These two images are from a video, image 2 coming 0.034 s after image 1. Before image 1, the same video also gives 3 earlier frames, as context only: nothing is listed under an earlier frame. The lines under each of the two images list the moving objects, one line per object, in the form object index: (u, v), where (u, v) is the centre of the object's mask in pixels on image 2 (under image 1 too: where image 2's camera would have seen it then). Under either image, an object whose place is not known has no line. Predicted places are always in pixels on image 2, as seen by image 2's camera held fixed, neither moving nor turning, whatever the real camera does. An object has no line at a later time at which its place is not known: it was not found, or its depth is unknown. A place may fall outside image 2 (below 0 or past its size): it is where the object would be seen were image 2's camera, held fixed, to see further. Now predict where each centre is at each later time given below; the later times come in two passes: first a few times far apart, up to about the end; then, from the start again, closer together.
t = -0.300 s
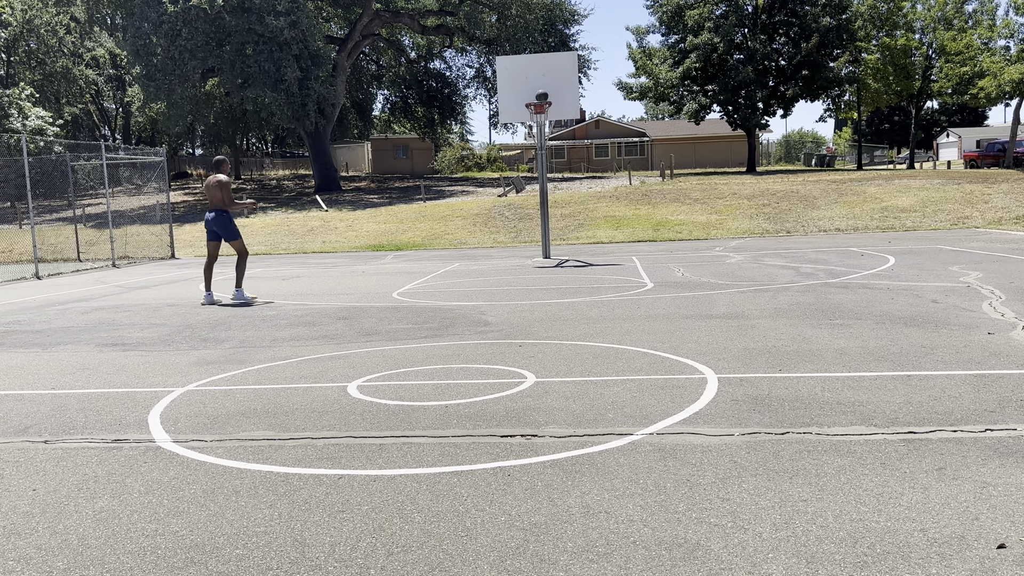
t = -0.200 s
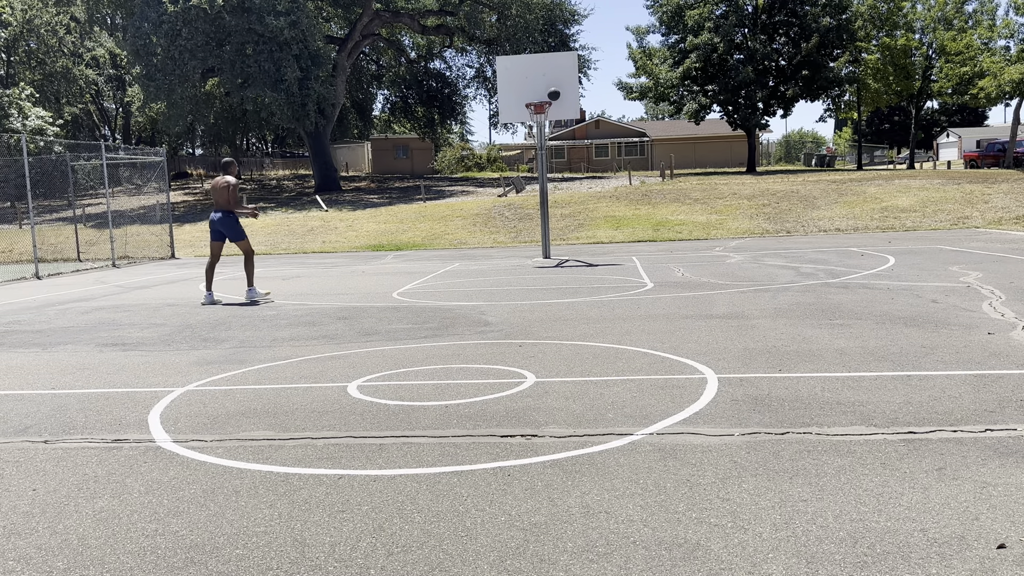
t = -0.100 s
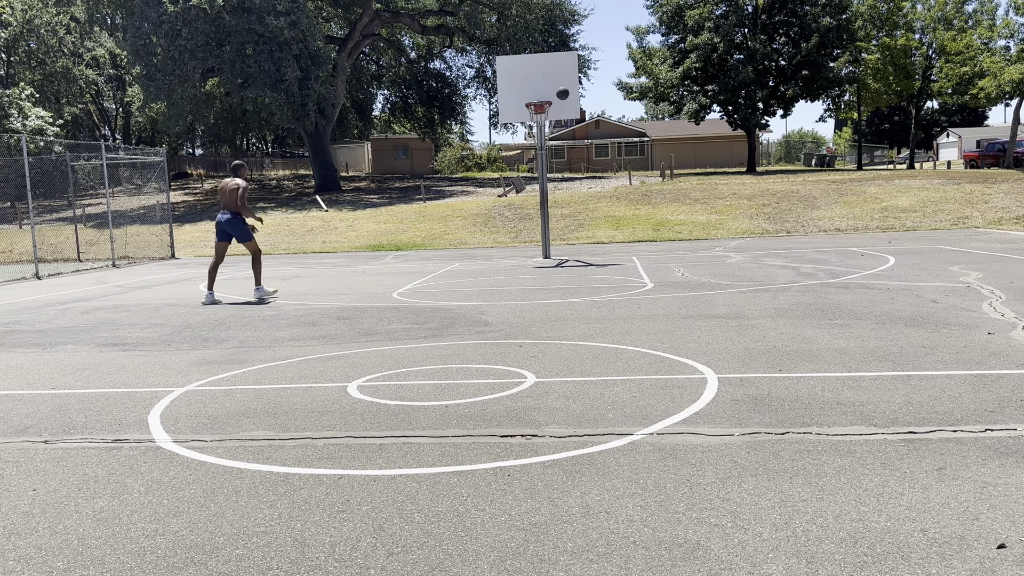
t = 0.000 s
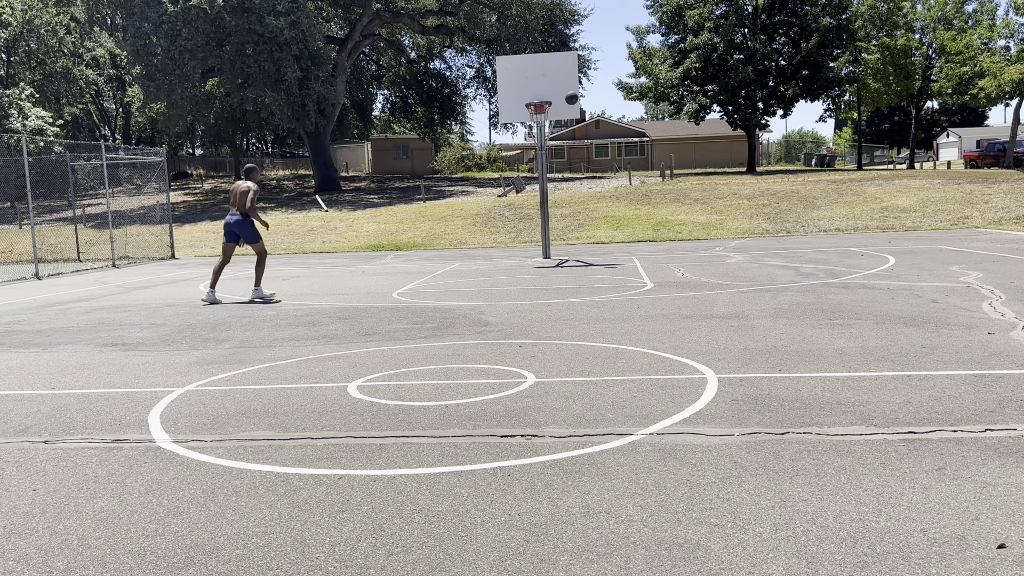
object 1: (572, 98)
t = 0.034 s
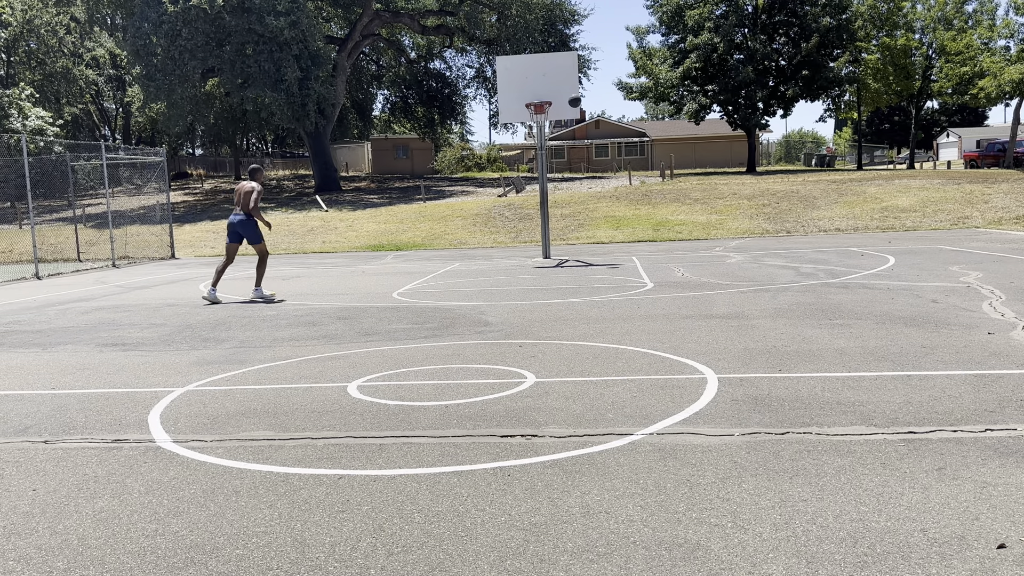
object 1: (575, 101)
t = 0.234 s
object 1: (594, 132)
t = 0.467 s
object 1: (618, 199)
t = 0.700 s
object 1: (639, 241)
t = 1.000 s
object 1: (654, 167)
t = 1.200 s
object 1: (665, 146)
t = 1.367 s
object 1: (675, 149)
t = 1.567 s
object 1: (687, 176)
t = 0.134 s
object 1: (584, 114)
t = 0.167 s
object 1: (587, 119)
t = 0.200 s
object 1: (591, 125)
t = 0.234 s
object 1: (594, 132)
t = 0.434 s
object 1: (615, 187)
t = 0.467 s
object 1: (618, 199)
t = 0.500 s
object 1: (622, 212)
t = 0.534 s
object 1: (625, 225)
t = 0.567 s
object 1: (629, 239)
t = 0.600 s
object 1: (632, 254)
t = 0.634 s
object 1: (636, 264)
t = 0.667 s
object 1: (637, 253)
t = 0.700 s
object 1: (639, 241)
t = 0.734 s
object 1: (641, 231)
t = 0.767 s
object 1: (642, 221)
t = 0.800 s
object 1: (644, 211)
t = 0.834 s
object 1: (646, 202)
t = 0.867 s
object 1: (647, 194)
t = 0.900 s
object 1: (649, 186)
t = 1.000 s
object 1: (654, 167)
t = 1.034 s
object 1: (656, 162)
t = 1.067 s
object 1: (658, 157)
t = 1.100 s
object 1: (660, 153)
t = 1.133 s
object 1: (662, 150)
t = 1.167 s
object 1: (663, 148)
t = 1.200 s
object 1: (665, 146)
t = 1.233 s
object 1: (667, 145)
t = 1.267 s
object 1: (669, 145)
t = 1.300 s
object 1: (671, 145)
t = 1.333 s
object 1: (673, 146)
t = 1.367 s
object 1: (675, 149)
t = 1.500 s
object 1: (683, 164)
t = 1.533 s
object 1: (685, 169)
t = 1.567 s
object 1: (687, 176)
